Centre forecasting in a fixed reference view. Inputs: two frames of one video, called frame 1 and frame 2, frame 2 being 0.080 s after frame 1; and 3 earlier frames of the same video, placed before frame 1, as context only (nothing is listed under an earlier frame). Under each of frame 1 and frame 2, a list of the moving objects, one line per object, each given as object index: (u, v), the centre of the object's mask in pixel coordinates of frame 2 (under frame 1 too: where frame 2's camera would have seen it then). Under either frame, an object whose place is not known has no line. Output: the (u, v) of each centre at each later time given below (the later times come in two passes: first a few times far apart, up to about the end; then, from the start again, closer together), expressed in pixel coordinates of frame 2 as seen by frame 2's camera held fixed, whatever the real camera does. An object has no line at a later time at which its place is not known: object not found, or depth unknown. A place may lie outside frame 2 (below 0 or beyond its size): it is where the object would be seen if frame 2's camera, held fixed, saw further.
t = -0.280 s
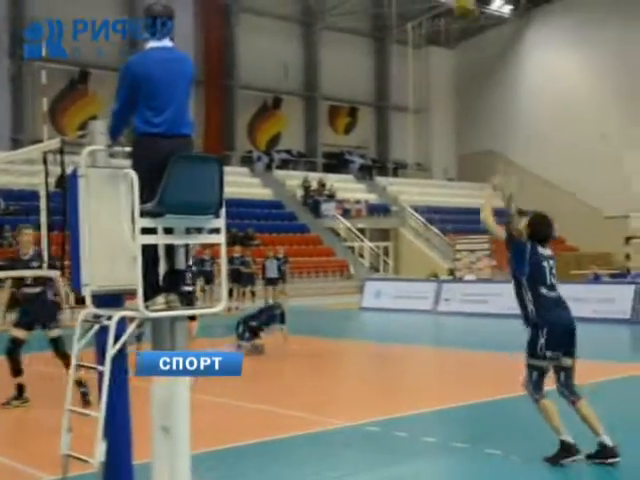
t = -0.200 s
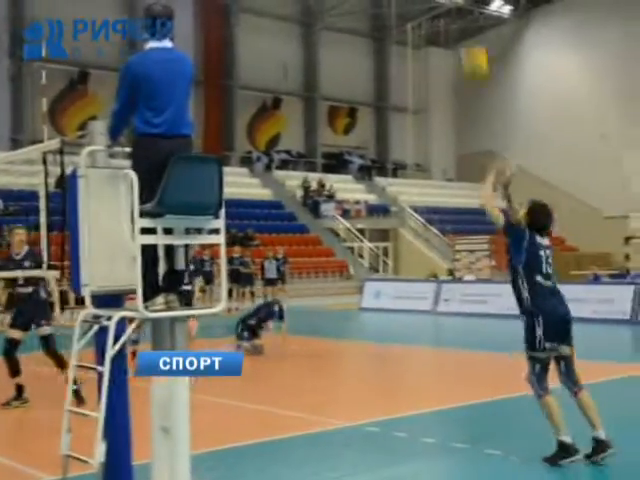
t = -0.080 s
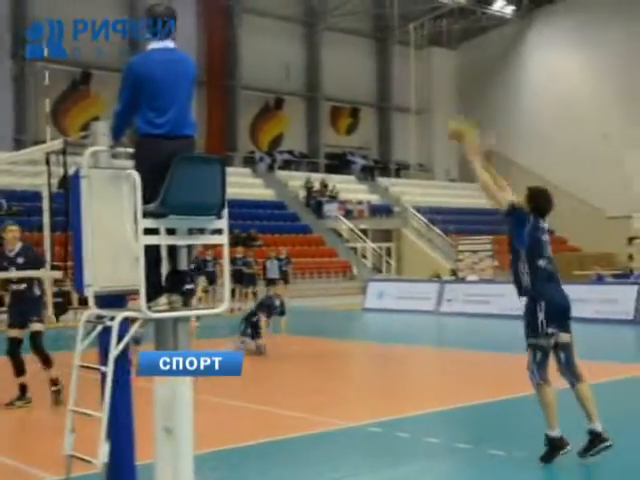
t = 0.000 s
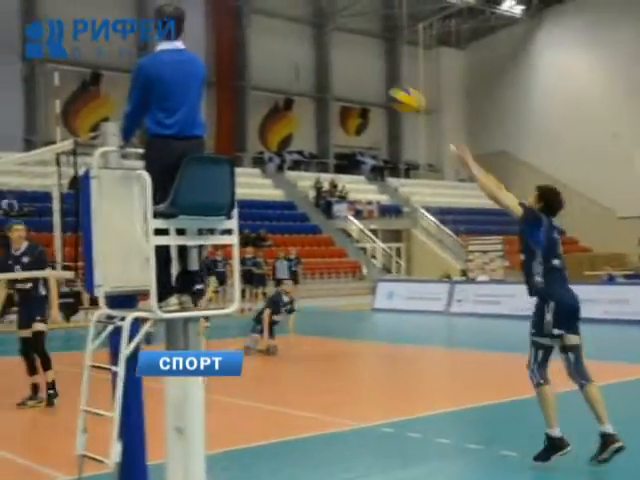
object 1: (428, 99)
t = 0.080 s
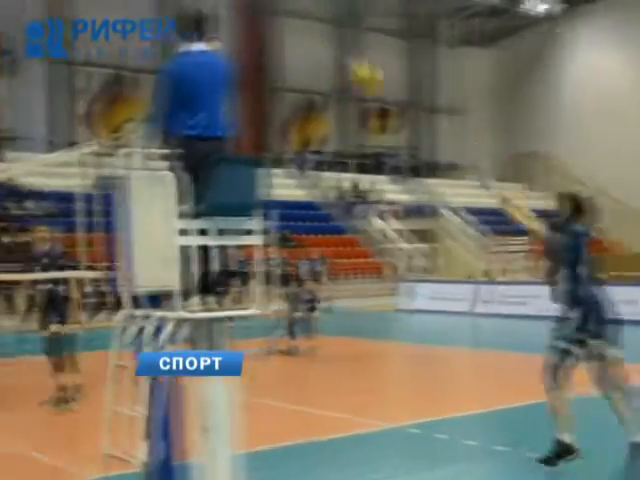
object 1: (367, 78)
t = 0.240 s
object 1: (243, 47)
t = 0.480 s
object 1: (77, 59)
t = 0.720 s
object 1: (-70, 127)
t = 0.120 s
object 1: (334, 64)
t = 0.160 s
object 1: (288, 57)
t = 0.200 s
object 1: (260, 51)
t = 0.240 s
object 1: (243, 47)
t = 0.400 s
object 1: (121, 48)
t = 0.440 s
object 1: (98, 51)
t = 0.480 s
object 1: (77, 59)
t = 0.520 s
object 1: (38, 66)
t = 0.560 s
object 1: (18, 76)
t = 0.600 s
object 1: (0, 87)
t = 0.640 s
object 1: (-19, 100)
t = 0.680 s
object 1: (-39, 110)
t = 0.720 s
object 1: (-70, 127)
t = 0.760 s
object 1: (-89, 144)
